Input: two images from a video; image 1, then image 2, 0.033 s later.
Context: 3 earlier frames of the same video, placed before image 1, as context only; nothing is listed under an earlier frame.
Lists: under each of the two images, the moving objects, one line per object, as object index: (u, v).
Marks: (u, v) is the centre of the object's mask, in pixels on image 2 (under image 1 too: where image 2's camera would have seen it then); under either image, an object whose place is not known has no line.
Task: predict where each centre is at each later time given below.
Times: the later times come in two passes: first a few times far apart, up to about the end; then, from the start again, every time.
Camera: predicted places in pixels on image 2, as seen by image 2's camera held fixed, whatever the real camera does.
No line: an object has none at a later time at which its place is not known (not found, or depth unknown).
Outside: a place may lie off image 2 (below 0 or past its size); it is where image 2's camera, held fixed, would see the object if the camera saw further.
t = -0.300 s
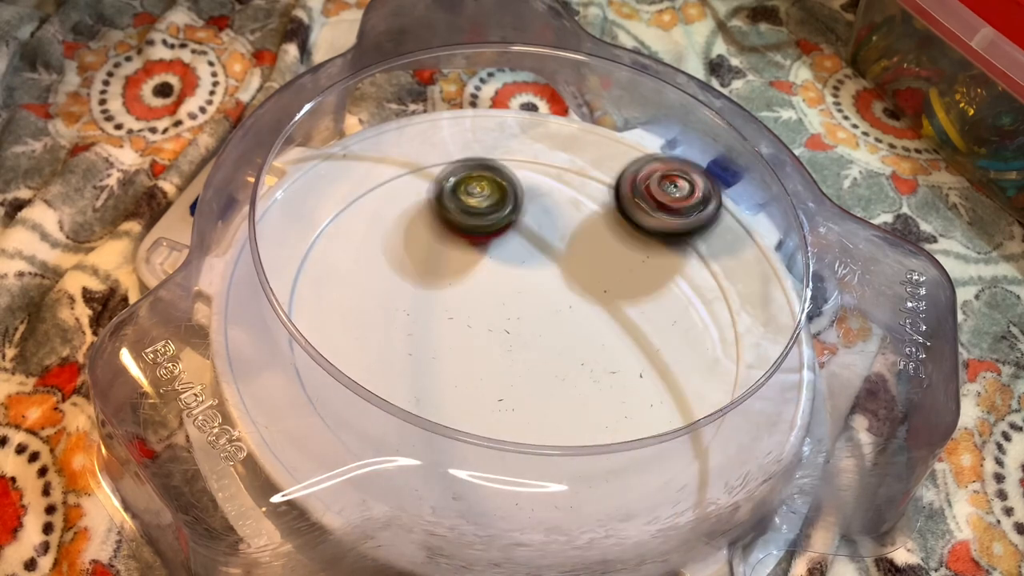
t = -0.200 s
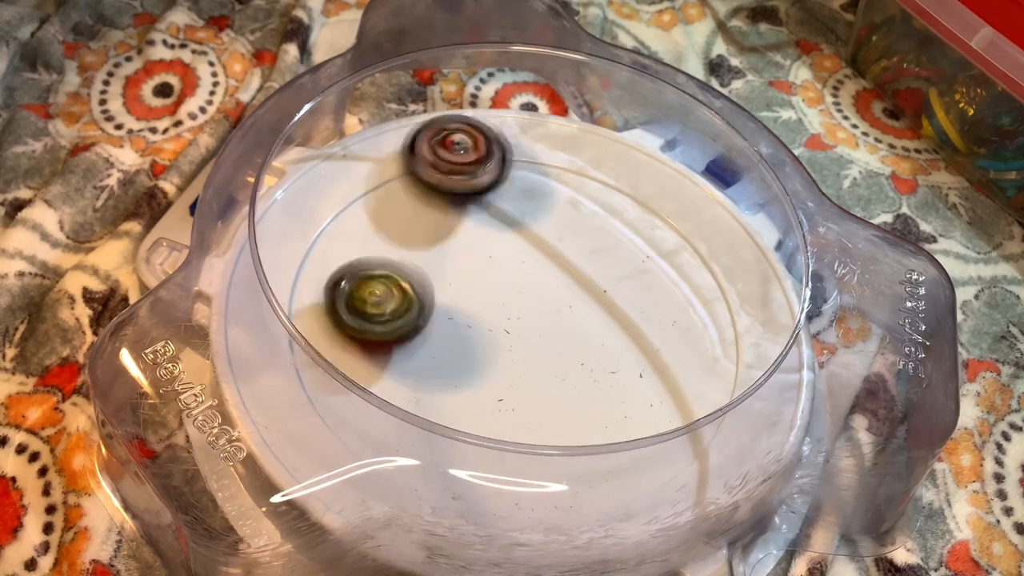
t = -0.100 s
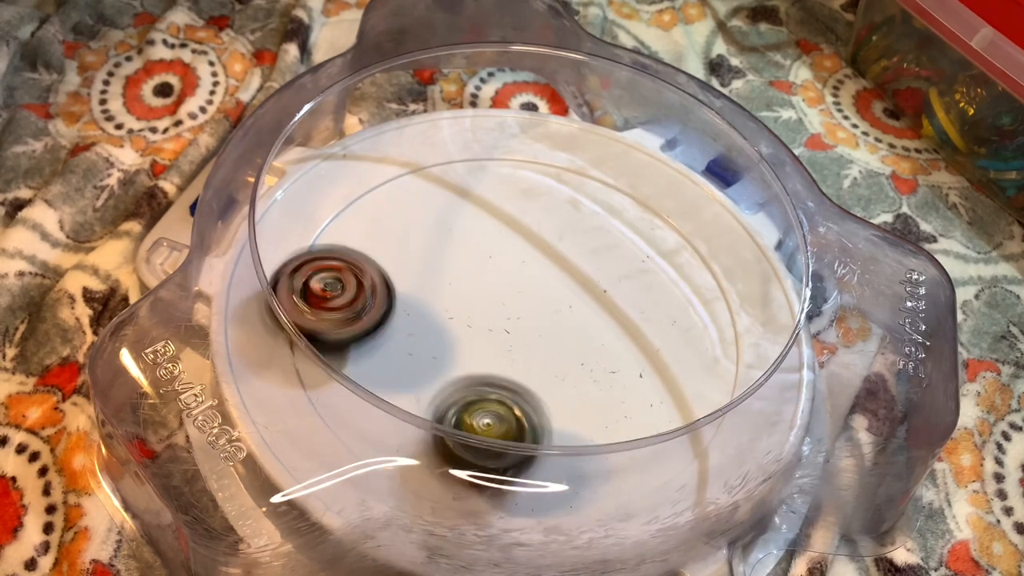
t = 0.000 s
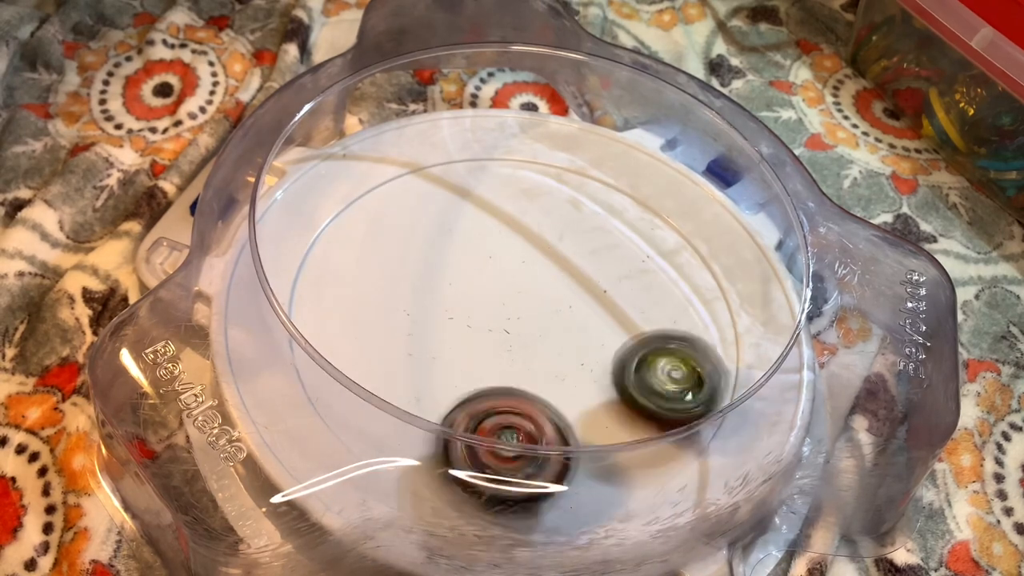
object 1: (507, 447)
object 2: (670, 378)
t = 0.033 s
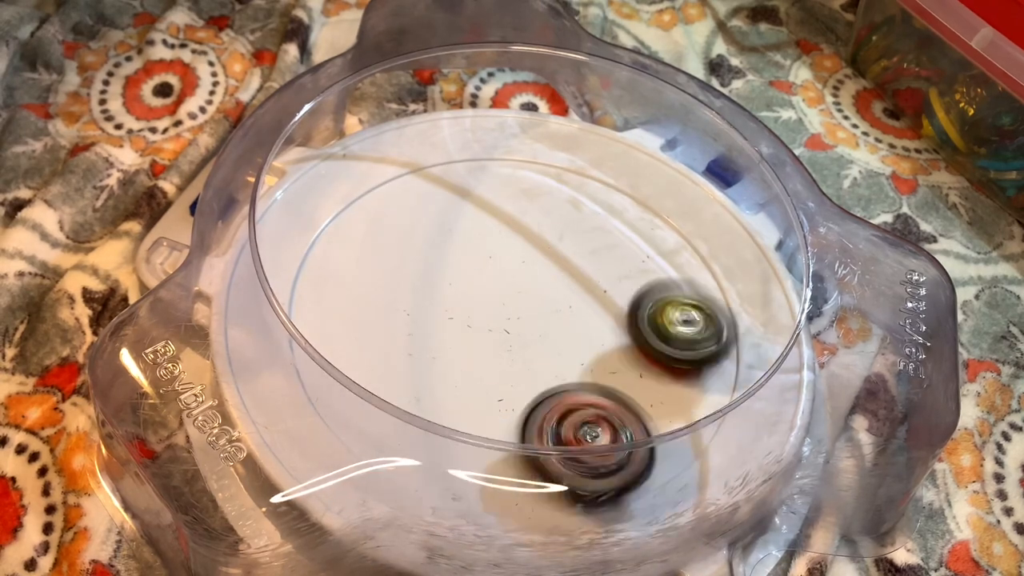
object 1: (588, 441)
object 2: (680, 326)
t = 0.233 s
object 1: (578, 195)
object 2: (415, 214)
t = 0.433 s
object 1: (375, 346)
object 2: (531, 417)
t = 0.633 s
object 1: (677, 323)
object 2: (583, 201)
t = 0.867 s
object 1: (377, 240)
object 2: (422, 367)
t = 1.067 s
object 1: (603, 416)
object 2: (676, 297)
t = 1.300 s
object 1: (486, 185)
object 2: (385, 268)
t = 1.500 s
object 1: (441, 404)
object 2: (603, 406)
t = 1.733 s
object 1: (625, 229)
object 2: (479, 197)
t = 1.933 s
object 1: (369, 287)
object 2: (449, 385)
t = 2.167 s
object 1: (667, 344)
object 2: (620, 236)
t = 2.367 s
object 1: (456, 199)
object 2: (398, 289)
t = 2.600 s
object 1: (546, 410)
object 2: (651, 353)
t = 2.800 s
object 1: (600, 219)
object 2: (466, 217)
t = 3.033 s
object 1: (394, 347)
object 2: (526, 401)
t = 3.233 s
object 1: (664, 335)
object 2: (593, 232)
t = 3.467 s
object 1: (414, 228)
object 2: (423, 346)
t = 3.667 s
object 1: (543, 408)
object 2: (645, 330)
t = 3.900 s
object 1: (556, 206)
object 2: (422, 254)
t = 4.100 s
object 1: (392, 337)
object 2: (544, 397)
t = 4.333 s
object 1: (655, 310)
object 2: (531, 216)
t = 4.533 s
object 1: (445, 221)
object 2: (437, 348)
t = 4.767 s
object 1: (553, 404)
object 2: (628, 288)
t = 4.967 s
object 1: (589, 231)
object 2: (429, 267)
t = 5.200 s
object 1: (403, 337)
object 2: (584, 371)
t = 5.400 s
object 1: (577, 398)
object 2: (587, 258)
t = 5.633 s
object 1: (641, 294)
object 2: (472, 231)
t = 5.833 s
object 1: (554, 220)
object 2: (428, 304)
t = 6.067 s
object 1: (421, 248)
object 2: (524, 380)
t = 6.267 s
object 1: (414, 348)
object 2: (615, 340)
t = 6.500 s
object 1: (562, 398)
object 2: (569, 253)
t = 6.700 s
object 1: (637, 320)
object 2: (469, 254)
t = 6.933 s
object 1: (555, 226)
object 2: (433, 336)
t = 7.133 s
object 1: (442, 234)
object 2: (529, 379)
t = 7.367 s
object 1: (416, 341)
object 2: (595, 307)
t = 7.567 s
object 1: (535, 396)
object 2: (541, 242)
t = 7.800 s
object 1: (634, 318)
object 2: (444, 267)
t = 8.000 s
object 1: (575, 236)
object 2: (465, 346)
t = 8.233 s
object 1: (447, 238)
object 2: (581, 358)
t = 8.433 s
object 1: (412, 323)
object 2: (596, 288)
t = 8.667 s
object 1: (528, 394)
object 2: (503, 254)
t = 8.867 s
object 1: (620, 345)
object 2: (441, 303)
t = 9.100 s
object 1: (582, 248)
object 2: (504, 370)
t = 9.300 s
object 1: (484, 229)
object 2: (582, 334)
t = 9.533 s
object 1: (417, 295)
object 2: (547, 258)
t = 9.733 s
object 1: (465, 370)
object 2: (471, 259)
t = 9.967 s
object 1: (584, 371)
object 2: (467, 335)
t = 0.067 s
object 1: (650, 410)
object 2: (662, 276)
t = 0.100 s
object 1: (685, 364)
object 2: (622, 235)
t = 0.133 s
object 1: (690, 311)
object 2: (571, 208)
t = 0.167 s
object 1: (671, 261)
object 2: (516, 197)
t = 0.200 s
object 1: (630, 221)
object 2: (464, 199)
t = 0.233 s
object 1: (578, 195)
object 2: (415, 214)
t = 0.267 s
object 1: (519, 184)
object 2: (378, 245)
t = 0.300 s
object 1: (464, 189)
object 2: (361, 286)
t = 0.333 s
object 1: (413, 210)
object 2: (369, 333)
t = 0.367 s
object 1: (376, 245)
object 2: (407, 376)
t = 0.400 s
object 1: (360, 294)
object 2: (459, 407)
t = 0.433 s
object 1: (375, 346)
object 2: (531, 417)
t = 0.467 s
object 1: (418, 394)
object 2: (594, 401)
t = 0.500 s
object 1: (480, 423)
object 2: (640, 367)
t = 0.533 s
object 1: (554, 429)
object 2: (658, 322)
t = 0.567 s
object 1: (616, 404)
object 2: (652, 275)
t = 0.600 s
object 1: (663, 374)
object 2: (624, 231)
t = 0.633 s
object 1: (677, 323)
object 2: (583, 201)
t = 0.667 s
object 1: (663, 272)
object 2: (533, 185)
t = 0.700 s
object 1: (629, 230)
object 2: (479, 184)
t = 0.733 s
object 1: (580, 202)
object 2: (430, 201)
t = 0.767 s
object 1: (523, 188)
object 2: (396, 234)
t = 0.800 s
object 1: (467, 189)
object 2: (378, 277)
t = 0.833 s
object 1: (416, 207)
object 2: (387, 325)
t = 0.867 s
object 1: (377, 240)
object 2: (422, 367)
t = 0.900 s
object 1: (360, 286)
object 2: (476, 396)
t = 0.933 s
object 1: (371, 336)
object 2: (540, 420)
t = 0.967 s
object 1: (407, 383)
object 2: (597, 406)
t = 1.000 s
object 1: (467, 417)
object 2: (650, 385)
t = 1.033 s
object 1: (537, 427)
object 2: (676, 343)
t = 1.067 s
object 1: (603, 416)
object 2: (676, 297)
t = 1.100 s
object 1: (652, 382)
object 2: (653, 255)
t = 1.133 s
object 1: (673, 336)
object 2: (611, 221)
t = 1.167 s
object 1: (668, 287)
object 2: (560, 204)
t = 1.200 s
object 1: (642, 243)
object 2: (505, 200)
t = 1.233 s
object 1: (599, 209)
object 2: (455, 211)
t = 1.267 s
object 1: (544, 189)
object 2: (413, 235)
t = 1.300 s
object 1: (486, 185)
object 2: (385, 268)
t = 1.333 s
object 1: (436, 198)
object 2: (376, 312)
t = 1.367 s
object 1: (393, 226)
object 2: (391, 353)
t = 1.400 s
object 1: (368, 267)
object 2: (427, 396)
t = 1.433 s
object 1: (365, 316)
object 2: (482, 421)
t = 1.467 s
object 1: (398, 360)
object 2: (549, 429)
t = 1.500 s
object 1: (441, 404)
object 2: (603, 406)
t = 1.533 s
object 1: (508, 425)
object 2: (645, 376)
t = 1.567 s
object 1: (574, 425)
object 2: (655, 329)
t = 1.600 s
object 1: (633, 403)
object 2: (643, 284)
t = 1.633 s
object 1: (666, 361)
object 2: (617, 247)
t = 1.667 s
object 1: (676, 314)
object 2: (575, 217)
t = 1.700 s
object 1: (658, 267)
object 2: (529, 201)
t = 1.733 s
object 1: (625, 229)
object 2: (479, 197)
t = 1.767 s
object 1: (577, 204)
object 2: (433, 208)
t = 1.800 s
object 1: (521, 191)
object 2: (399, 232)
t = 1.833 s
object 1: (469, 194)
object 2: (377, 267)
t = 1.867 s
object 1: (420, 212)
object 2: (376, 309)
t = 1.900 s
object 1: (385, 244)
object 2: (401, 356)
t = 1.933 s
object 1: (369, 287)
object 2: (449, 385)
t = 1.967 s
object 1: (377, 335)
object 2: (510, 400)
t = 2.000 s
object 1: (415, 373)
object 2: (569, 402)
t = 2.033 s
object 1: (464, 411)
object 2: (621, 383)
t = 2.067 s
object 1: (532, 425)
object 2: (650, 348)
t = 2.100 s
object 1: (591, 408)
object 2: (661, 308)
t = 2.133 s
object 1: (642, 386)
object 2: (647, 267)
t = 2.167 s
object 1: (667, 344)
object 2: (620, 236)
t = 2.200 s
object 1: (665, 297)
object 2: (582, 212)
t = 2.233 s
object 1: (644, 254)
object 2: (535, 203)
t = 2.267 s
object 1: (607, 221)
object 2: (489, 205)
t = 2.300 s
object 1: (558, 200)
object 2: (445, 222)
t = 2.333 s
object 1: (506, 192)
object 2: (415, 250)
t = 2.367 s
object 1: (456, 199)
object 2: (398, 289)
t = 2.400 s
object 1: (411, 221)
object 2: (403, 333)
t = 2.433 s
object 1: (381, 254)
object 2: (428, 372)
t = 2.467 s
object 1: (372, 297)
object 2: (479, 397)
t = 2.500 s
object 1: (387, 345)
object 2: (532, 410)
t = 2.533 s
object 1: (428, 378)
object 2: (585, 406)
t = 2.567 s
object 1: (481, 412)
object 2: (630, 390)
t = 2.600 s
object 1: (546, 410)
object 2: (651, 353)
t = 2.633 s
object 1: (603, 402)
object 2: (652, 312)
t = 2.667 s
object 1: (647, 376)
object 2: (635, 277)
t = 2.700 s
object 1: (665, 334)
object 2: (600, 246)
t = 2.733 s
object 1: (661, 290)
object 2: (560, 224)
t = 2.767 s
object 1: (639, 250)
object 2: (513, 215)
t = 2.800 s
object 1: (600, 219)
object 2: (466, 217)
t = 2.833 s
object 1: (553, 201)
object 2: (426, 230)
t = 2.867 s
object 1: (505, 195)
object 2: (397, 257)
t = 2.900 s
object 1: (455, 204)
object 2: (382, 294)
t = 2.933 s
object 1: (412, 227)
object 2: (388, 335)
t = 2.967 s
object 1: (386, 260)
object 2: (424, 370)
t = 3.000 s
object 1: (378, 302)
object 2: (473, 393)
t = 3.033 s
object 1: (394, 347)
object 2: (526, 401)
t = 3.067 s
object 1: (431, 387)
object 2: (577, 393)
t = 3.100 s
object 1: (486, 414)
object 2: (615, 365)
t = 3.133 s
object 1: (549, 422)
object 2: (636, 331)
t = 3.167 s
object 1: (603, 401)
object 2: (639, 294)
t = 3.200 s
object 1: (646, 377)
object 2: (623, 260)
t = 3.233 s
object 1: (664, 335)
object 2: (593, 232)
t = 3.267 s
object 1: (661, 291)
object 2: (554, 213)
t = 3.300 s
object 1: (637, 253)
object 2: (508, 207)
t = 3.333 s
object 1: (599, 223)
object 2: (465, 214)
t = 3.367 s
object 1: (553, 206)
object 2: (430, 235)
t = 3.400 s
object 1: (502, 199)
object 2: (409, 268)
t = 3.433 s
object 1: (454, 207)
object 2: (406, 306)
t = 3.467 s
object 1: (414, 228)
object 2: (423, 346)
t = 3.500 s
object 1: (386, 261)
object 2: (458, 377)
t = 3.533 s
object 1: (377, 301)
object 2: (505, 396)
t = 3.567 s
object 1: (392, 345)
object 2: (556, 401)
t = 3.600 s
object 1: (431, 378)
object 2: (601, 391)
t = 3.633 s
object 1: (482, 410)
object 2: (633, 365)
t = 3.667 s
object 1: (543, 408)
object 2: (645, 330)
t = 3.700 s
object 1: (598, 401)
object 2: (638, 294)
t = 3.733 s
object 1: (640, 376)
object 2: (615, 263)
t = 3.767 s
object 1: (657, 335)
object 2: (579, 239)
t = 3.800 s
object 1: (654, 293)
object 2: (539, 226)
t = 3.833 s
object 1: (634, 254)
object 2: (495, 225)
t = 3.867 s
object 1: (599, 225)
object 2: (454, 234)
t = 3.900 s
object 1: (556, 206)
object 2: (422, 254)
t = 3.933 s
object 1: (509, 200)
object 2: (403, 282)
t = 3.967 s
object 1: (463, 206)
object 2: (399, 317)
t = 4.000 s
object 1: (423, 224)
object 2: (414, 352)
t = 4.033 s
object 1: (394, 255)
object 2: (448, 378)
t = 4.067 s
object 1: (383, 294)
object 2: (494, 395)
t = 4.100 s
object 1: (392, 337)
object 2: (544, 397)
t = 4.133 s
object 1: (424, 374)
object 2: (588, 382)
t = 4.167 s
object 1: (472, 402)
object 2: (614, 351)
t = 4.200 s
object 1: (529, 415)
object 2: (623, 319)
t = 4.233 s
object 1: (584, 408)
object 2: (619, 285)
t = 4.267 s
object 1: (627, 383)
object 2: (601, 254)
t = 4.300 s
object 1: (651, 349)
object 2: (570, 230)
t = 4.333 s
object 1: (655, 310)
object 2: (531, 216)
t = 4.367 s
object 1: (642, 273)
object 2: (490, 215)
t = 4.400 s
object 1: (615, 242)
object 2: (454, 226)
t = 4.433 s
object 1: (575, 220)
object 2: (426, 247)
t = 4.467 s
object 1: (531, 207)
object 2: (413, 280)
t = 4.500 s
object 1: (486, 209)
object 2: (419, 315)
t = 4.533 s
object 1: (445, 221)
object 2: (437, 348)
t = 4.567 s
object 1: (411, 244)
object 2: (471, 375)
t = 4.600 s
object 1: (392, 277)
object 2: (518, 390)
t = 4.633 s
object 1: (391, 316)
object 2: (561, 390)
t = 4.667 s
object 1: (410, 354)
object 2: (603, 379)
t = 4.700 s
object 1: (449, 382)
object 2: (629, 351)
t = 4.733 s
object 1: (499, 400)
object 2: (634, 321)
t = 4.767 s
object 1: (553, 404)
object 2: (628, 288)
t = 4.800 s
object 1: (601, 394)
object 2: (602, 261)
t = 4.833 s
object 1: (635, 366)
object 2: (571, 243)
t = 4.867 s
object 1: (648, 327)
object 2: (528, 232)
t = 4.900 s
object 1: (642, 290)
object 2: (490, 234)
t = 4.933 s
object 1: (621, 256)
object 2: (454, 245)
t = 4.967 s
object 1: (589, 231)
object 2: (429, 267)
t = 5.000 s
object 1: (548, 214)
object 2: (414, 293)
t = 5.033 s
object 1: (504, 208)
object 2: (413, 326)
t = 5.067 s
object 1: (460, 214)
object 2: (431, 356)
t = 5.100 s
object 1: (423, 234)
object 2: (467, 381)
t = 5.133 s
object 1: (399, 265)
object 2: (507, 389)
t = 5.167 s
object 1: (392, 300)
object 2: (550, 389)
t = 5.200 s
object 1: (403, 337)
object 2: (584, 371)
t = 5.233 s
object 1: (433, 369)
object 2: (609, 344)
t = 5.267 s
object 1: (476, 391)
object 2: (610, 314)
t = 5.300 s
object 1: (502, 398)
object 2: (611, 298)
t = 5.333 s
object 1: (527, 402)
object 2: (604, 282)
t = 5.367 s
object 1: (553, 402)
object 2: (595, 270)
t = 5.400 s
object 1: (577, 398)
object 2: (587, 258)
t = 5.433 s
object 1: (598, 390)
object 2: (572, 245)
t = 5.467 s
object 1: (616, 379)
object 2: (555, 237)
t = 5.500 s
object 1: (629, 364)
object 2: (539, 230)
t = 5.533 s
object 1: (638, 348)
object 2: (523, 226)
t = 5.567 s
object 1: (643, 330)
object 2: (503, 225)
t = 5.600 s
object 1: (645, 313)
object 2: (488, 228)
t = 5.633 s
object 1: (641, 294)
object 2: (472, 231)
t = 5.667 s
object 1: (635, 278)
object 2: (454, 237)
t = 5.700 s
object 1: (623, 261)
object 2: (442, 248)
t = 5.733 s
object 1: (607, 248)
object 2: (434, 260)
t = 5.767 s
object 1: (592, 236)
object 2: (426, 272)
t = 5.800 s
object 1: (573, 227)
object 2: (425, 289)
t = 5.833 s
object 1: (554, 220)
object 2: (428, 304)
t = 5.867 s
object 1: (533, 216)
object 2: (430, 319)
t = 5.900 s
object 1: (512, 213)
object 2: (439, 336)
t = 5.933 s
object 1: (492, 215)
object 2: (454, 349)
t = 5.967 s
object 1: (470, 218)
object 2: (468, 360)
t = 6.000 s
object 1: (452, 225)
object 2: (488, 371)
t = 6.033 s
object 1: (435, 235)
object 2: (509, 376)
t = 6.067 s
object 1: (421, 248)
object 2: (524, 380)
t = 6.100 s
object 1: (411, 260)
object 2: (546, 381)
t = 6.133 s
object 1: (403, 277)
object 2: (566, 377)
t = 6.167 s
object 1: (400, 293)
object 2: (582, 373)
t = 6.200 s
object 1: (400, 312)
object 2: (599, 364)
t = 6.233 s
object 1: (404, 330)
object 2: (608, 351)
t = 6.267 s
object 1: (414, 348)
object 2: (615, 340)
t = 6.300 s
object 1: (429, 363)
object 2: (621, 325)
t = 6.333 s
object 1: (447, 376)
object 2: (619, 311)
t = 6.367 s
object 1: (468, 386)
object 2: (617, 298)
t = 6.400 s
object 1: (491, 393)
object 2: (609, 283)
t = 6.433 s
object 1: (514, 397)
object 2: (596, 272)
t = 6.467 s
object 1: (537, 399)
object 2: (585, 262)
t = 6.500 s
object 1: (562, 398)
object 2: (569, 253)
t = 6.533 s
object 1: (584, 393)
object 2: (554, 249)
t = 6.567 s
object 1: (603, 384)
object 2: (536, 244)
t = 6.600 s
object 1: (617, 369)
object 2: (516, 243)
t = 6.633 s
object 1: (628, 353)
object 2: (500, 244)
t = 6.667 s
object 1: (633, 337)
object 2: (482, 246)
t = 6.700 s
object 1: (637, 320)
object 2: (469, 254)
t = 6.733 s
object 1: (634, 302)
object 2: (456, 260)
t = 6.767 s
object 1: (630, 285)
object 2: (442, 271)
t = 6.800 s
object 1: (618, 270)
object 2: (435, 282)
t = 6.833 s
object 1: (607, 255)
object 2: (428, 294)
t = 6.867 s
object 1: (590, 243)
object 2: (428, 310)
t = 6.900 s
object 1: (575, 234)
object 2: (430, 321)
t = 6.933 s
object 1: (555, 226)
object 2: (433, 336)
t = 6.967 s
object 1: (537, 221)
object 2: (445, 349)
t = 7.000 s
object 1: (515, 217)
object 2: (456, 361)
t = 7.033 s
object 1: (496, 219)
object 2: (475, 371)
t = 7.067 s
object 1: (476, 221)
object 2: (490, 375)
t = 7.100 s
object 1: (458, 226)
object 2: (509, 381)
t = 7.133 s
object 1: (442, 234)
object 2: (529, 379)
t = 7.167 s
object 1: (427, 245)
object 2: (548, 377)
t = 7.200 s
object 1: (415, 258)
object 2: (566, 369)
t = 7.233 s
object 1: (407, 273)
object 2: (574, 360)
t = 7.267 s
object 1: (404, 290)
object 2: (589, 348)
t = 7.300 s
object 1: (404, 307)
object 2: (592, 336)
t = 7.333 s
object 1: (408, 323)
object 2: (600, 323)
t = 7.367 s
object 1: (416, 341)
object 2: (595, 307)
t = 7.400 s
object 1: (429, 357)
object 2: (595, 295)
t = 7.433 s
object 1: (446, 371)
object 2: (587, 280)
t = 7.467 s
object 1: (467, 381)
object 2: (581, 270)
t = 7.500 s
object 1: (489, 389)
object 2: (568, 257)
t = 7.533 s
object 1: (512, 394)
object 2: (554, 251)
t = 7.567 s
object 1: (535, 396)
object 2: (541, 242)
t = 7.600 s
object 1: (559, 395)
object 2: (525, 240)
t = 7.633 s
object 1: (580, 389)
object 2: (510, 237)
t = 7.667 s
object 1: (598, 378)
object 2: (492, 239)
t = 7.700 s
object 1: (613, 365)
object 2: (479, 242)
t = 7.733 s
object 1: (623, 350)
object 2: (464, 249)
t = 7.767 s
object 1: (631, 336)
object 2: (456, 256)
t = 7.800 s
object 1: (634, 318)
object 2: (444, 267)
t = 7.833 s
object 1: (631, 302)
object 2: (441, 280)
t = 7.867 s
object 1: (626, 286)
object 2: (437, 294)
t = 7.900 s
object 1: (618, 271)
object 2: (443, 307)
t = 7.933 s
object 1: (605, 256)
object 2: (444, 320)
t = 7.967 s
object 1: (592, 244)
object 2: (455, 334)
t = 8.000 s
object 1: (575, 236)
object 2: (465, 346)
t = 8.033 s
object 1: (557, 229)
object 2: (483, 355)
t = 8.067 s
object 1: (539, 224)
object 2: (494, 362)
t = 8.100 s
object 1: (519, 221)
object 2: (516, 368)
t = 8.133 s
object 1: (499, 222)
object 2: (532, 371)
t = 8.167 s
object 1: (481, 225)
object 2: (553, 369)
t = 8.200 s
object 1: (463, 232)
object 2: (564, 365)
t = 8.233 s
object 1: (447, 238)
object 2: (581, 358)
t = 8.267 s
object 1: (434, 249)
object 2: (593, 351)
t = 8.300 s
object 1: (422, 261)
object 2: (602, 338)
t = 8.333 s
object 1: (414, 276)
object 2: (603, 328)
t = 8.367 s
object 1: (411, 291)
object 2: (605, 312)
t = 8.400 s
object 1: (410, 307)
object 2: (605, 303)
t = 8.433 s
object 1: (412, 323)
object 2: (596, 288)
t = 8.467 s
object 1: (420, 340)
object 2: (589, 280)
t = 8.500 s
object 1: (432, 355)
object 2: (576, 270)
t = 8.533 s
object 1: (447, 368)
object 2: (565, 263)
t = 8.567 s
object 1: (464, 377)
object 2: (547, 257)
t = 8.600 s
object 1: (484, 386)
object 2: (534, 254)
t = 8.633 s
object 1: (506, 392)
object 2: (516, 254)
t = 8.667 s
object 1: (528, 394)
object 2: (503, 254)
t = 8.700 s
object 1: (548, 393)
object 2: (485, 259)
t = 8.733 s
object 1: (568, 389)
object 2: (473, 263)
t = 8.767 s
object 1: (586, 384)
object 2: (463, 272)
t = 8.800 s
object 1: (602, 373)
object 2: (451, 280)
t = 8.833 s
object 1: (612, 358)
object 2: (447, 291)
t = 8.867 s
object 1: (620, 345)
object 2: (441, 303)
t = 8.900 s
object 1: (626, 331)
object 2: (445, 315)
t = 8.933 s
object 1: (626, 315)
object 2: (444, 327)
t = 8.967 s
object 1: (622, 299)
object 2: (451, 338)
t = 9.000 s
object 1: (617, 285)
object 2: (463, 351)
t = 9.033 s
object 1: (609, 272)
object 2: (472, 357)
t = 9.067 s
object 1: (597, 260)
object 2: (490, 366)
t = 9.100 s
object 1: (582, 248)
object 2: (504, 370)
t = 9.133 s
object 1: (568, 240)
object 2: (525, 369)
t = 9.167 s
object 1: (553, 235)
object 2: (537, 369)
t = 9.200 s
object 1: (536, 230)
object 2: (551, 362)
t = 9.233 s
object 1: (517, 227)
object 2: (568, 357)
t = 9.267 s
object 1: (499, 227)
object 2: (573, 346)
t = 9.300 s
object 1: (484, 229)
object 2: (582, 334)
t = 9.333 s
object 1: (469, 233)
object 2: (585, 324)
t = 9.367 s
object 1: (454, 240)
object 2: (585, 308)
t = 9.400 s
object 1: (442, 249)
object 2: (584, 299)
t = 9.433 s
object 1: (432, 258)
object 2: (577, 287)
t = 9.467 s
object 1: (424, 268)
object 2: (571, 275)
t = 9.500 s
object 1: (418, 282)
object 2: (560, 268)
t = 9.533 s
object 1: (417, 295)
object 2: (547, 258)
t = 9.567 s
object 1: (417, 308)
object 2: (538, 254)
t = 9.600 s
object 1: (420, 323)
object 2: (520, 250)
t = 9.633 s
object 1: (427, 337)
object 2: (507, 247)
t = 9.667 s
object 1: (438, 350)
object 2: (496, 251)
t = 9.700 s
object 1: (451, 360)
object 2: (479, 253)
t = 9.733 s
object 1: (465, 370)
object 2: (471, 259)
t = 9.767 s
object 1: (482, 378)
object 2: (462, 269)
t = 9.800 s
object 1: (501, 383)
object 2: (453, 276)
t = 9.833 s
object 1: (518, 385)
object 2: (452, 289)
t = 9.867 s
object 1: (535, 386)
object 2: (450, 302)
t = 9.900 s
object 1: (554, 384)
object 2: (453, 311)
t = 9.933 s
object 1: (570, 377)
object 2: (461, 325)
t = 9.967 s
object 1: (584, 371)
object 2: (467, 335)
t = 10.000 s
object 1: (606, 368)
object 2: (470, 338)
